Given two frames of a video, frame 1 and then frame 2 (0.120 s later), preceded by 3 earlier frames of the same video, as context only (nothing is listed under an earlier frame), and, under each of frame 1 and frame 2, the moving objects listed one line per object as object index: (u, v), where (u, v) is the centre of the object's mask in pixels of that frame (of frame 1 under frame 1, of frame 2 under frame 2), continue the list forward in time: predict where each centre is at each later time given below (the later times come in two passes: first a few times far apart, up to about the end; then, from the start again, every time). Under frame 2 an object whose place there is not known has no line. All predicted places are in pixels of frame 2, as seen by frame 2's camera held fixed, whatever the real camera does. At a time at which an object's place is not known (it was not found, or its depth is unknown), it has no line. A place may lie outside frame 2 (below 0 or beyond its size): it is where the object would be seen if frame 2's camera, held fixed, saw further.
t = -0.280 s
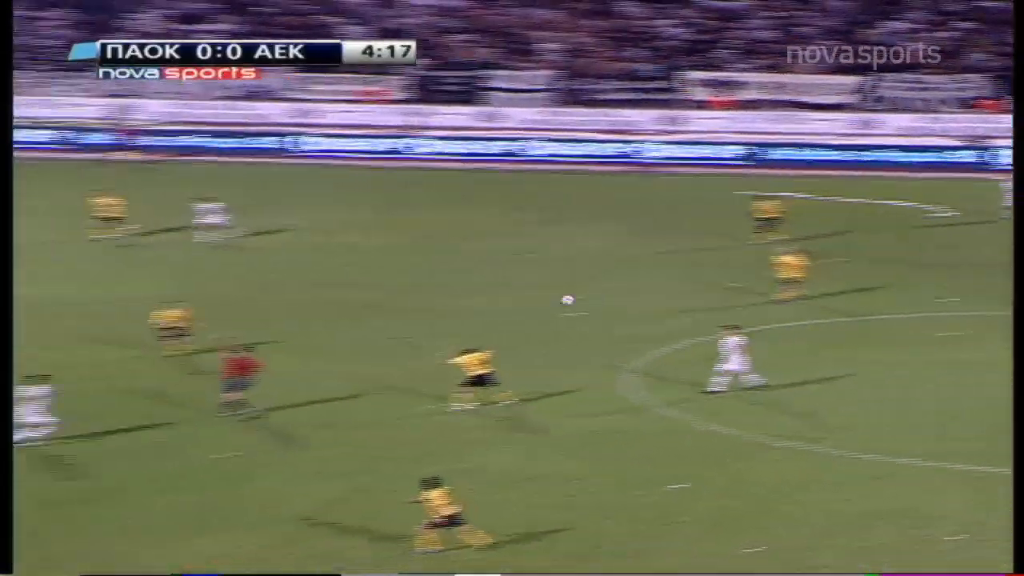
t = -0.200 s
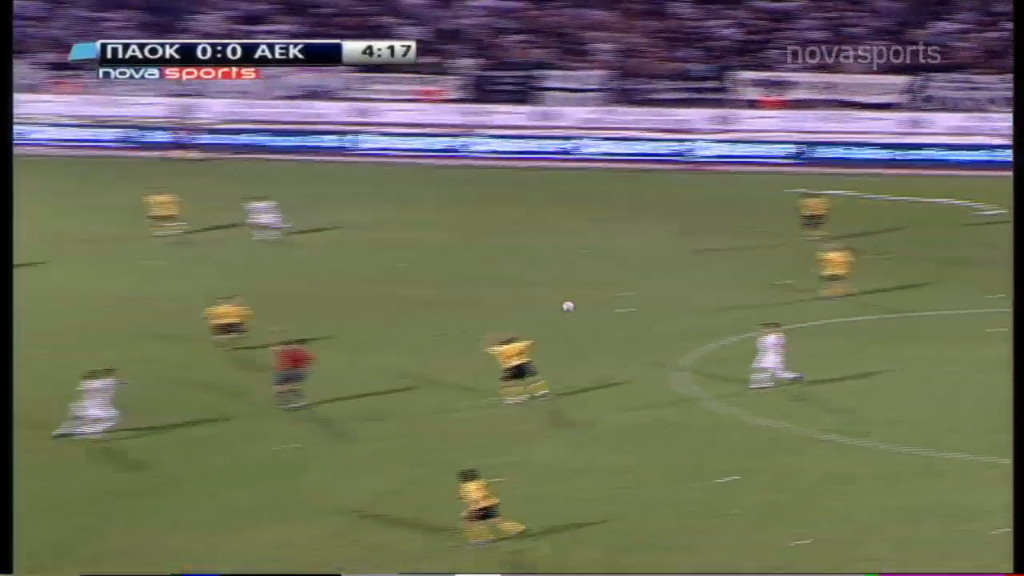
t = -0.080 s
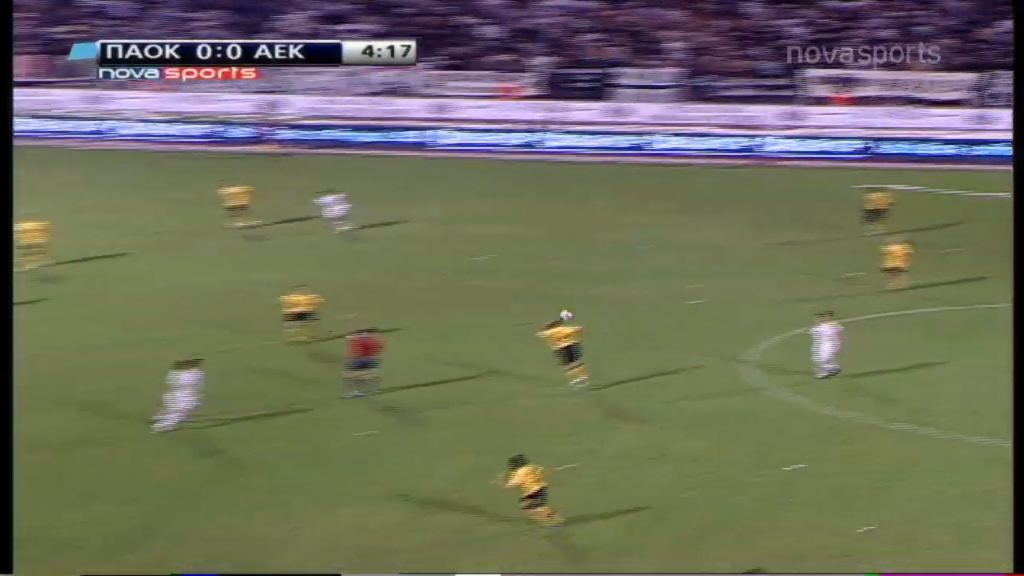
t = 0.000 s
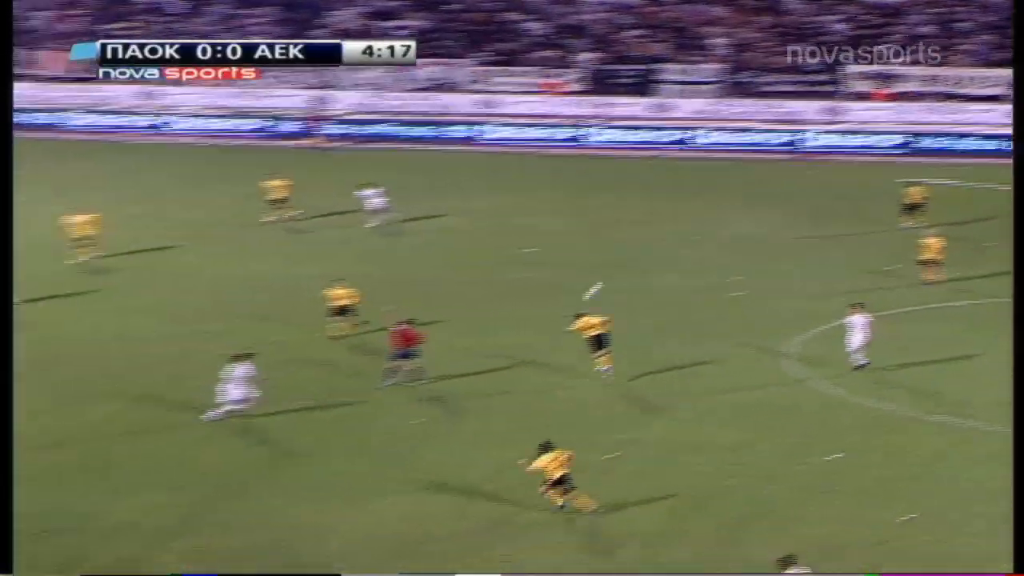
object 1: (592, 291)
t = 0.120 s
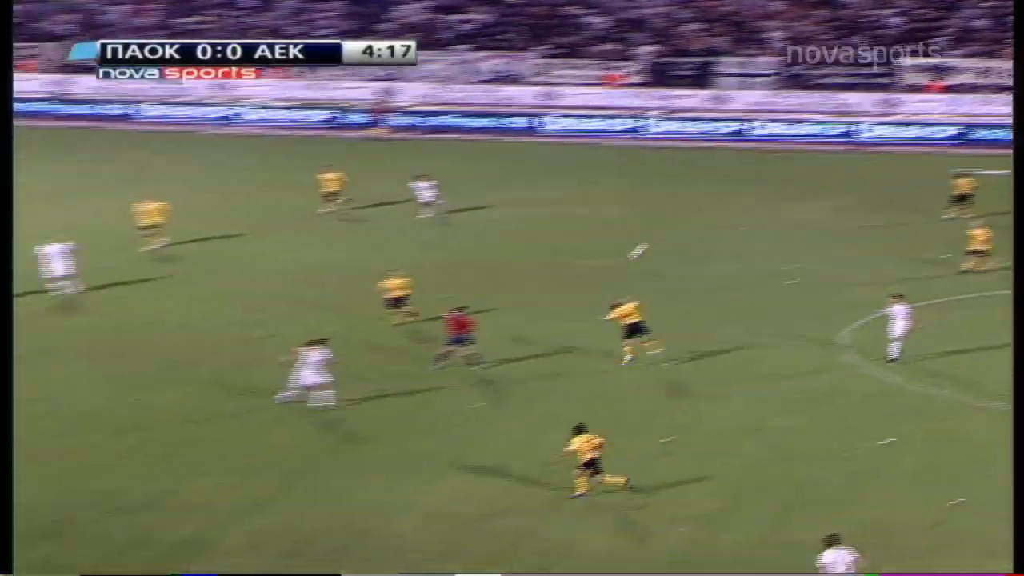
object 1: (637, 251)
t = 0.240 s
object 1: (624, 227)
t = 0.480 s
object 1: (596, 197)
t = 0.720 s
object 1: (566, 190)
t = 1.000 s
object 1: (528, 212)
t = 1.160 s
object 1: (505, 240)
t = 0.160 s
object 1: (633, 242)
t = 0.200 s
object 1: (629, 234)
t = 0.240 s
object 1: (624, 227)
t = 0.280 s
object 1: (620, 221)
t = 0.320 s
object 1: (617, 215)
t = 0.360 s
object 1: (611, 210)
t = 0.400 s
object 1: (606, 204)
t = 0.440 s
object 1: (601, 201)
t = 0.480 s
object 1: (596, 197)
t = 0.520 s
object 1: (591, 194)
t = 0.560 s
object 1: (586, 192)
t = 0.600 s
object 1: (582, 190)
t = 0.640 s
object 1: (576, 189)
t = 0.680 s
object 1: (571, 190)
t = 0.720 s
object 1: (566, 190)
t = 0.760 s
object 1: (560, 191)
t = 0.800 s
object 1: (555, 193)
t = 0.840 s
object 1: (549, 195)
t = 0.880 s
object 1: (545, 198)
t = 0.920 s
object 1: (539, 202)
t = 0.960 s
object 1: (533, 206)
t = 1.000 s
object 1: (528, 212)
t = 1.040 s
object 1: (523, 217)
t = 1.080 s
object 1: (517, 225)
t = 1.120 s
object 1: (510, 232)
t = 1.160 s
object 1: (505, 240)
